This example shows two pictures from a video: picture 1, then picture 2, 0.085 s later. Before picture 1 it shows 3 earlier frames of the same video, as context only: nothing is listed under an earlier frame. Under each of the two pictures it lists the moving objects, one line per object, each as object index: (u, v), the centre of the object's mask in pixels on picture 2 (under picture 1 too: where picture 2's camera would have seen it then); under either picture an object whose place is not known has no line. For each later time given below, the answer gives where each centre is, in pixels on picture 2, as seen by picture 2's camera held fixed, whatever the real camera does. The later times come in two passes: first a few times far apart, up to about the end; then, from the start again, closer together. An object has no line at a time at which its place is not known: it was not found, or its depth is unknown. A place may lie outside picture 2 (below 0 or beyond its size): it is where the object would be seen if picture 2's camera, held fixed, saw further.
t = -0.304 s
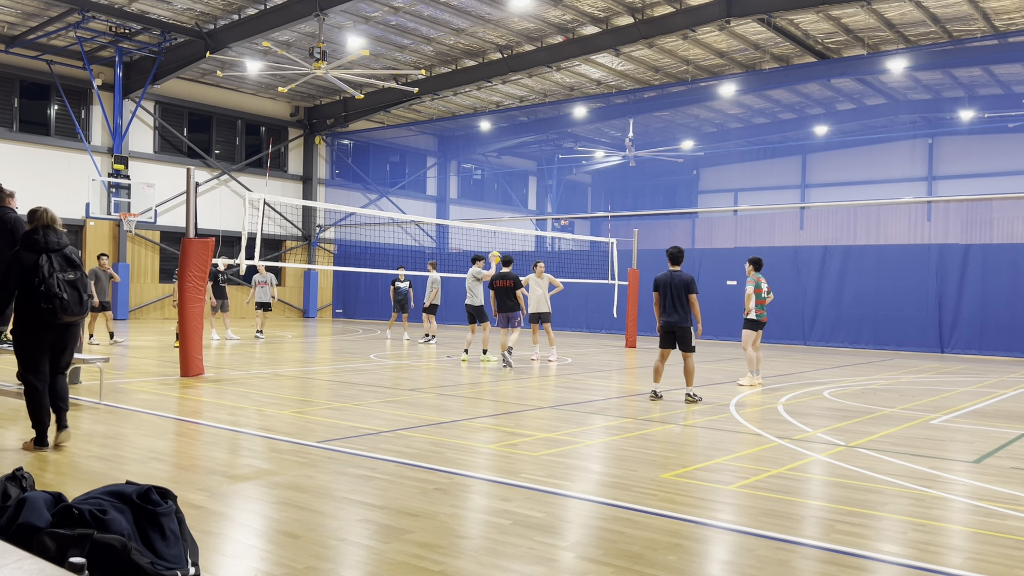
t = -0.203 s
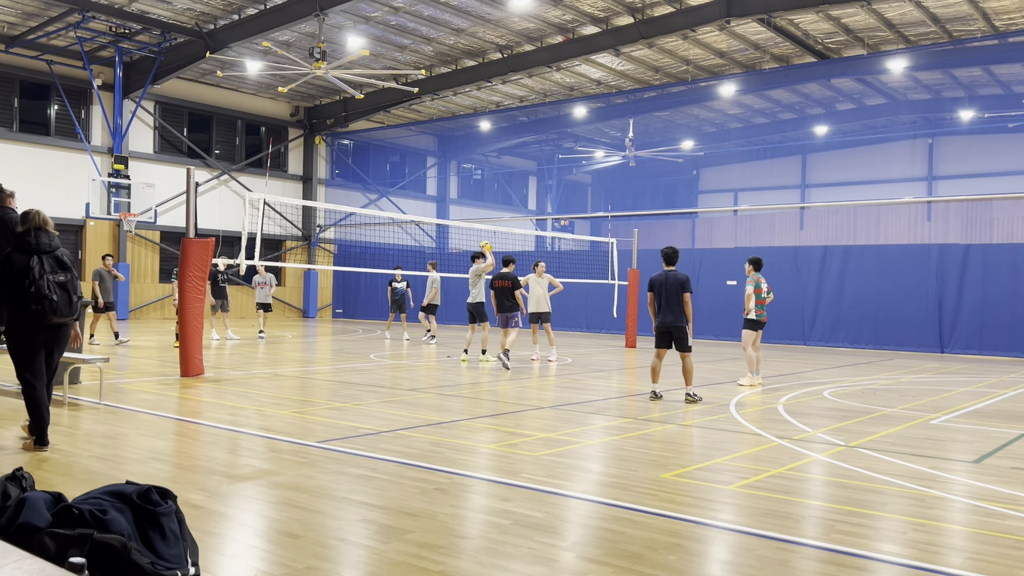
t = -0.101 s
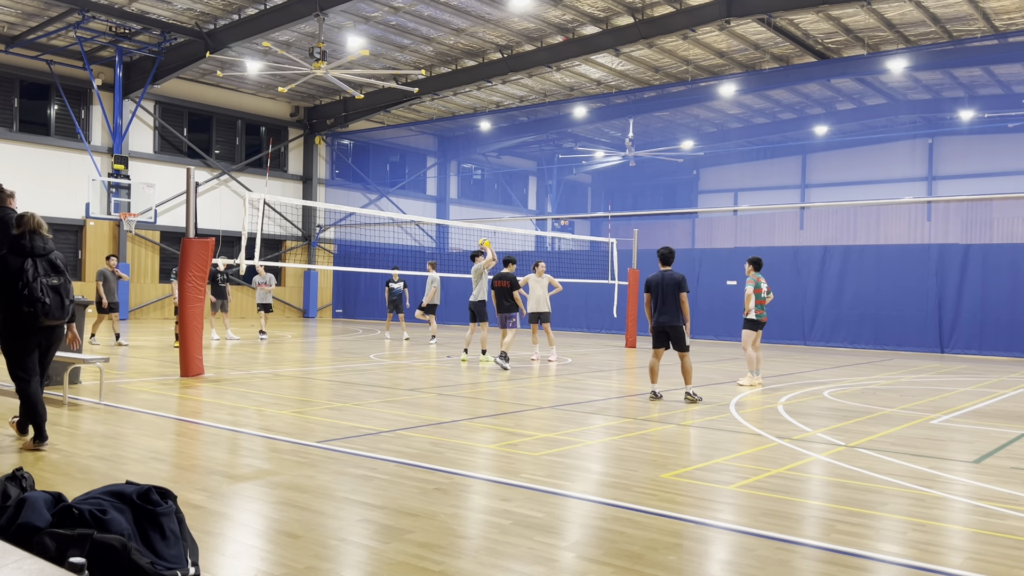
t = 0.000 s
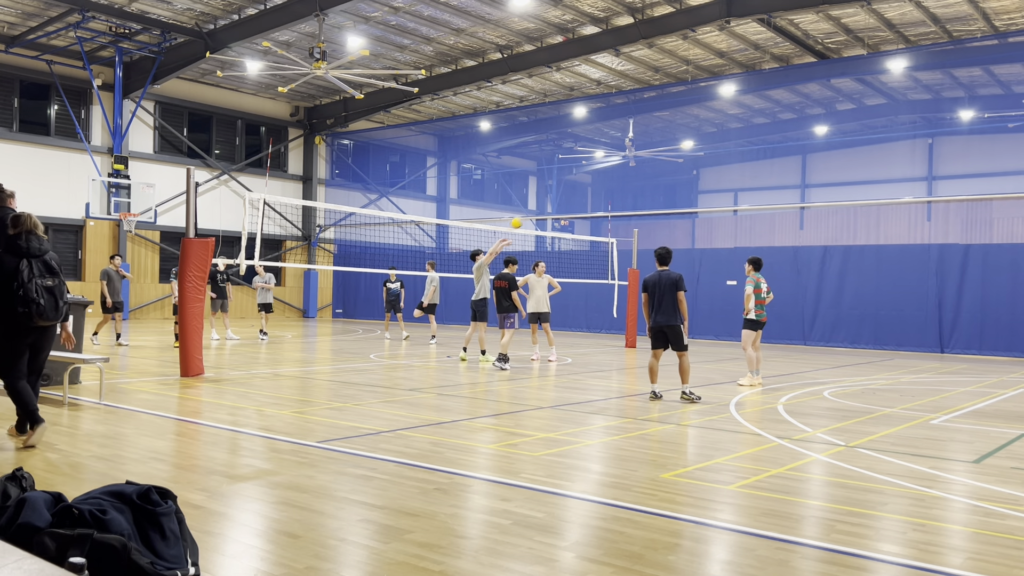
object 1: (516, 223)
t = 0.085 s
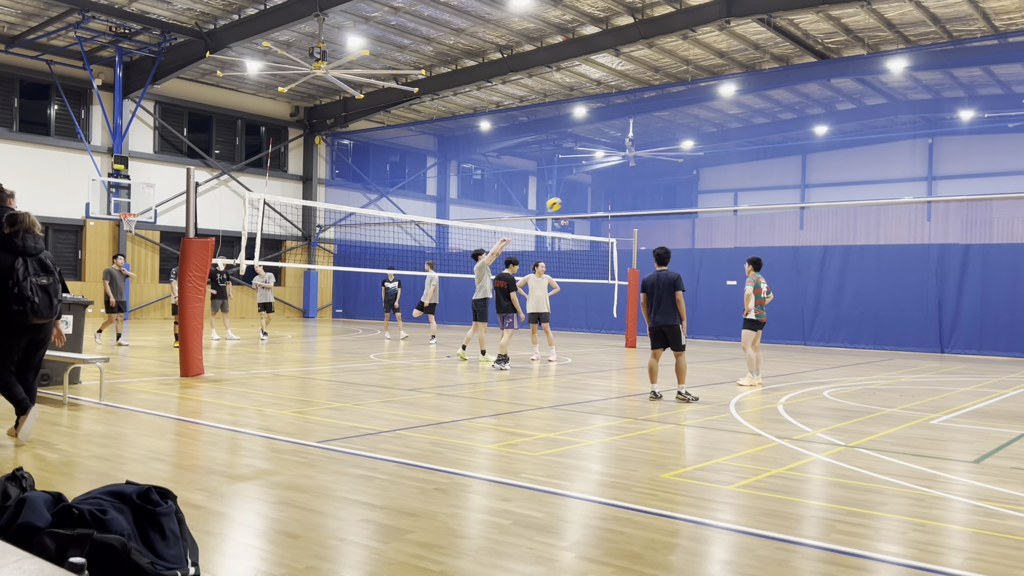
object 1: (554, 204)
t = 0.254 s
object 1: (631, 178)
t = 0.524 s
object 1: (762, 170)
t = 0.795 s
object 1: (902, 210)
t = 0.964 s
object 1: (993, 263)
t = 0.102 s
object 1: (561, 201)
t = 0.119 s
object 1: (569, 197)
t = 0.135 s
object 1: (577, 194)
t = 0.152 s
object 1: (584, 191)
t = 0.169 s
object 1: (592, 189)
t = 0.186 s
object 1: (600, 186)
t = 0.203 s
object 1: (608, 184)
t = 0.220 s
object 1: (616, 182)
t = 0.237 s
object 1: (624, 179)
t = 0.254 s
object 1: (631, 178)
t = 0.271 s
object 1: (639, 176)
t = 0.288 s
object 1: (647, 174)
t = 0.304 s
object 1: (655, 173)
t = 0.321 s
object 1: (663, 171)
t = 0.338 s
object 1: (671, 170)
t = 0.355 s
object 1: (679, 169)
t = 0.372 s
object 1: (688, 169)
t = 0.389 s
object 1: (696, 168)
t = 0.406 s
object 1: (703, 168)
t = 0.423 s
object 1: (712, 167)
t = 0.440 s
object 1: (720, 167)
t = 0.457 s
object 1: (728, 167)
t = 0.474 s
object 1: (736, 167)
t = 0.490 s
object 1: (745, 168)
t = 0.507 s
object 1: (754, 169)
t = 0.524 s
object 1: (762, 170)
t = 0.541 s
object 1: (770, 171)
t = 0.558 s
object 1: (779, 172)
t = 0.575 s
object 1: (787, 173)
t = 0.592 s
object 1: (796, 175)
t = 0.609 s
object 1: (805, 177)
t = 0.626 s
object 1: (813, 179)
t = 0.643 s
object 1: (821, 181)
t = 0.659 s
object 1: (830, 183)
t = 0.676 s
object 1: (839, 186)
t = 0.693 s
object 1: (848, 188)
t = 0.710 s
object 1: (857, 191)
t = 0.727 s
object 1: (866, 195)
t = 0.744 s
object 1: (875, 199)
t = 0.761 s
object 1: (884, 202)
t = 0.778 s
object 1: (893, 206)
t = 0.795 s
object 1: (902, 210)
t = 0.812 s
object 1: (911, 215)
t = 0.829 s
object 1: (920, 219)
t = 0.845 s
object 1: (929, 224)
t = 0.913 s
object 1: (965, 245)
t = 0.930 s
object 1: (974, 251)
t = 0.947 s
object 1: (983, 257)
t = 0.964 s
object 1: (993, 263)
